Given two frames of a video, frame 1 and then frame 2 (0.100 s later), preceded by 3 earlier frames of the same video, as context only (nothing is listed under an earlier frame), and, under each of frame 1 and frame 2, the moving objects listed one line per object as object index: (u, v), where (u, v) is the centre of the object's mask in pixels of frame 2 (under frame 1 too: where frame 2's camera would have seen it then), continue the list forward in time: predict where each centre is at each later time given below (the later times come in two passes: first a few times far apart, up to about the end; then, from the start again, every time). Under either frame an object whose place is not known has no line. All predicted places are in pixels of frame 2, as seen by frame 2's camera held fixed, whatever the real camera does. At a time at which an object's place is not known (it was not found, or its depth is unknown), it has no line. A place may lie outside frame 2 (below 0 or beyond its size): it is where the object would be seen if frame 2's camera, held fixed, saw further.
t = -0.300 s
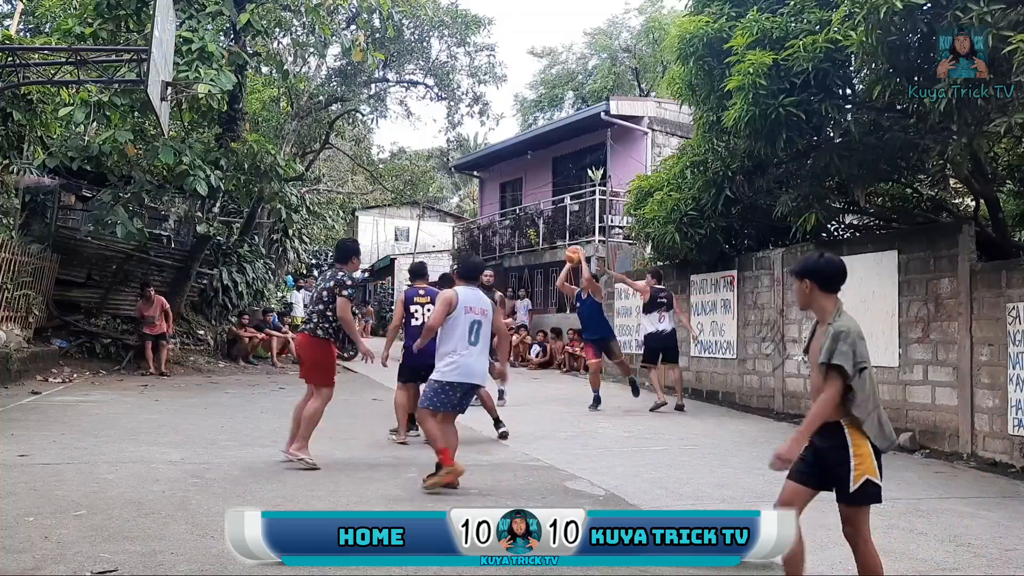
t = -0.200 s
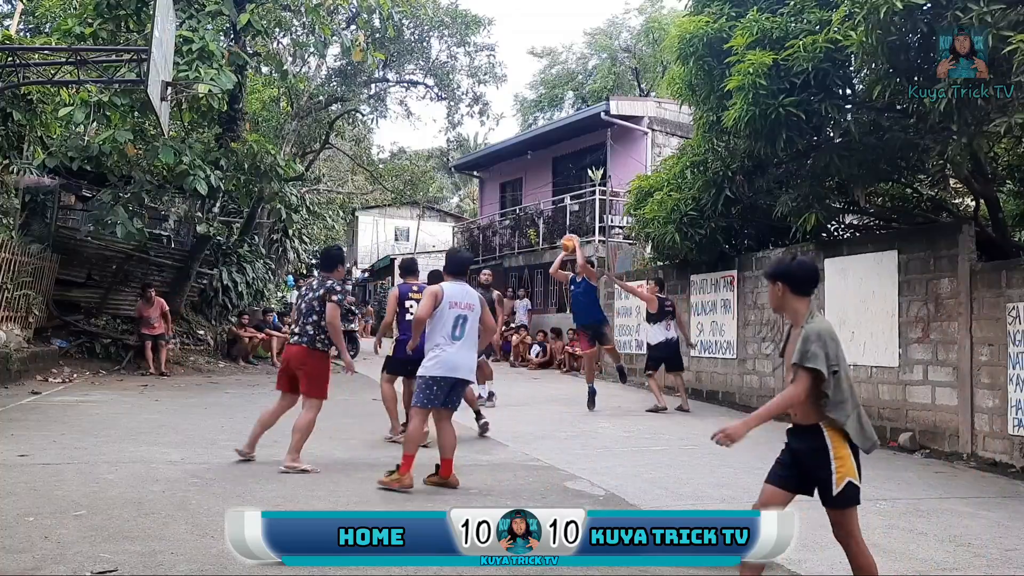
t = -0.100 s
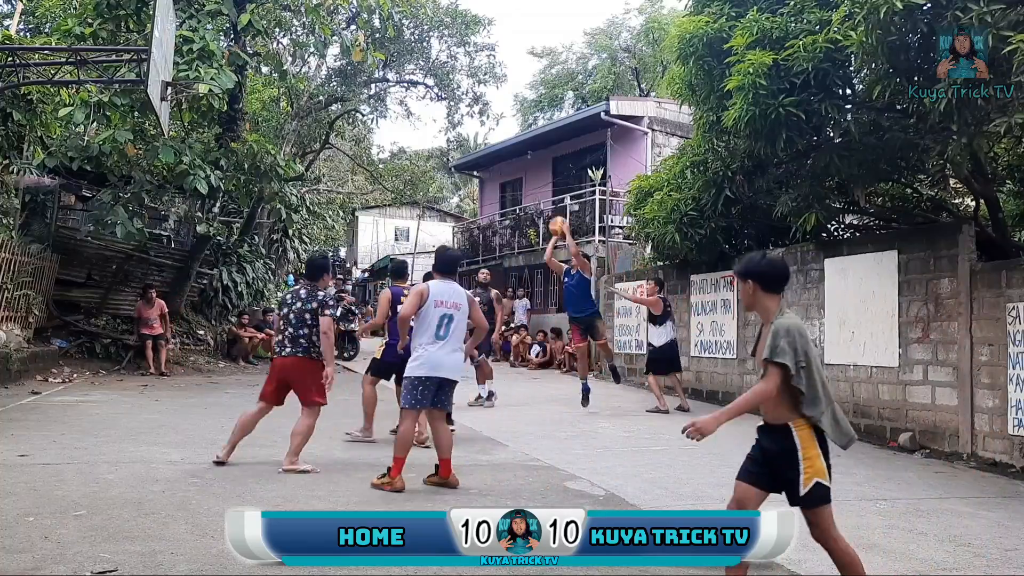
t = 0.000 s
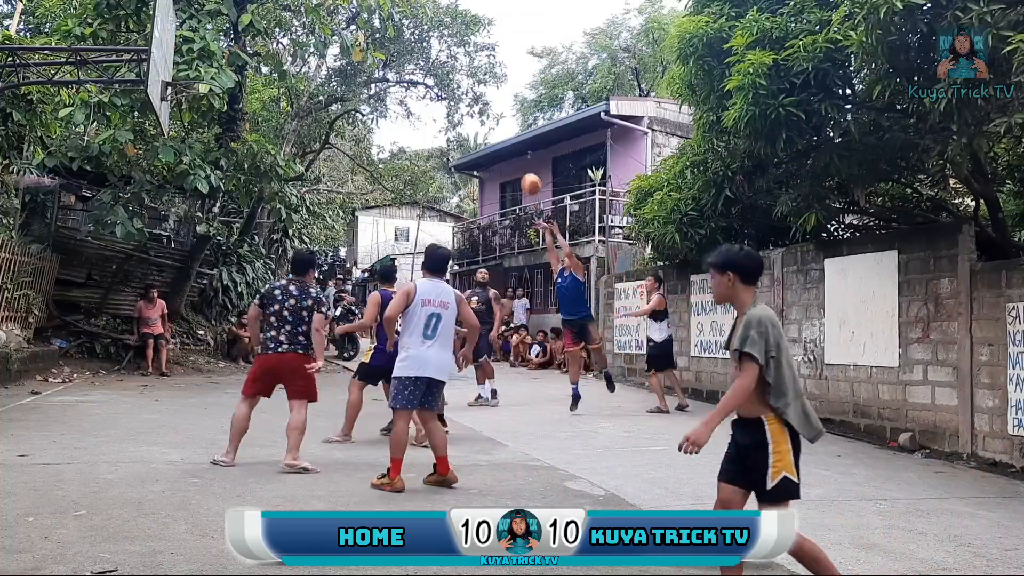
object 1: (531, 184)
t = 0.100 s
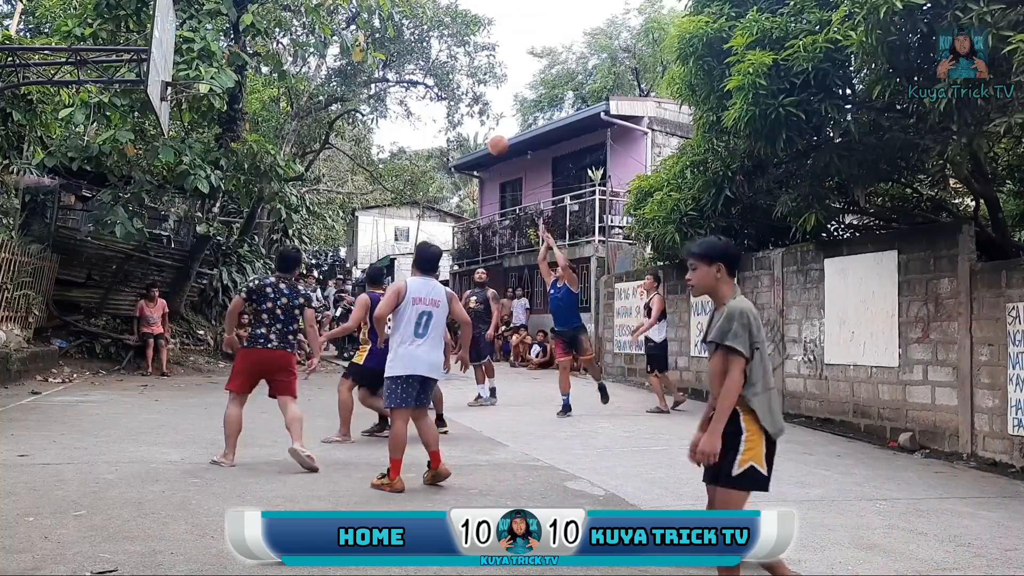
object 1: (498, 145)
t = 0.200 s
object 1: (462, 111)
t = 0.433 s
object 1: (372, 60)
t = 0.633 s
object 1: (285, 56)
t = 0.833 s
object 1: (190, 91)
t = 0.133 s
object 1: (486, 132)
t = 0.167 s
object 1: (475, 121)
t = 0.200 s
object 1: (462, 111)
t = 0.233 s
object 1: (450, 101)
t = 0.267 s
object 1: (438, 92)
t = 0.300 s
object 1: (425, 84)
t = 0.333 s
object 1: (412, 76)
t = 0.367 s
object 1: (399, 71)
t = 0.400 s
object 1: (386, 65)
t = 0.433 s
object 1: (372, 60)
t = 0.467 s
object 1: (358, 57)
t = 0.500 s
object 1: (345, 55)
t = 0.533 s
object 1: (330, 53)
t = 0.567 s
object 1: (316, 53)
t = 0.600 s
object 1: (300, 53)
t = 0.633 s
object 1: (285, 56)
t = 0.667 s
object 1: (270, 58)
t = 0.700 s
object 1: (254, 62)
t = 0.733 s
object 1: (238, 66)
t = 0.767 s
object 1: (222, 73)
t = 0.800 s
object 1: (205, 81)
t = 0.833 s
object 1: (190, 91)
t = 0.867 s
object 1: (192, 108)
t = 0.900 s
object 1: (194, 125)
